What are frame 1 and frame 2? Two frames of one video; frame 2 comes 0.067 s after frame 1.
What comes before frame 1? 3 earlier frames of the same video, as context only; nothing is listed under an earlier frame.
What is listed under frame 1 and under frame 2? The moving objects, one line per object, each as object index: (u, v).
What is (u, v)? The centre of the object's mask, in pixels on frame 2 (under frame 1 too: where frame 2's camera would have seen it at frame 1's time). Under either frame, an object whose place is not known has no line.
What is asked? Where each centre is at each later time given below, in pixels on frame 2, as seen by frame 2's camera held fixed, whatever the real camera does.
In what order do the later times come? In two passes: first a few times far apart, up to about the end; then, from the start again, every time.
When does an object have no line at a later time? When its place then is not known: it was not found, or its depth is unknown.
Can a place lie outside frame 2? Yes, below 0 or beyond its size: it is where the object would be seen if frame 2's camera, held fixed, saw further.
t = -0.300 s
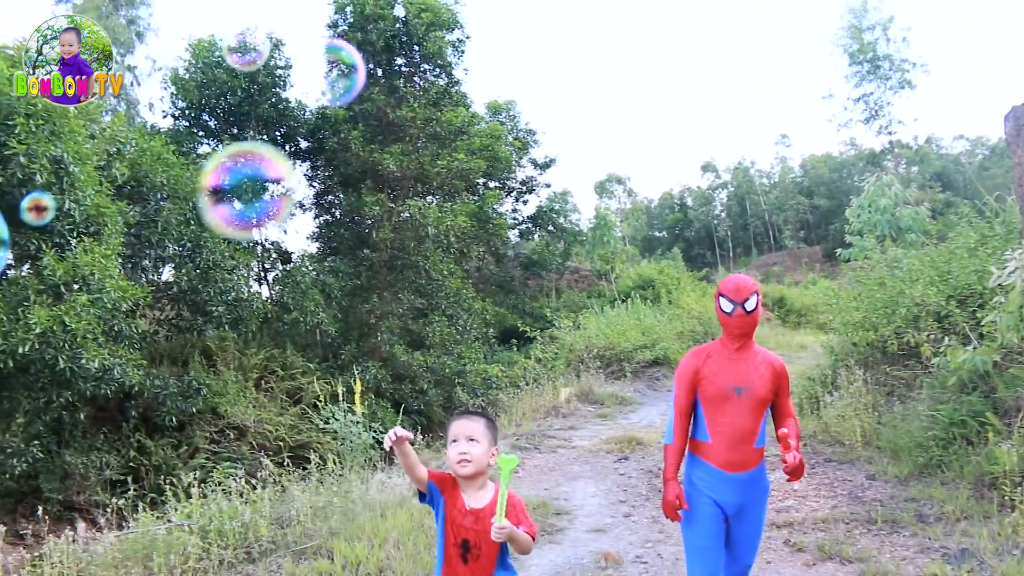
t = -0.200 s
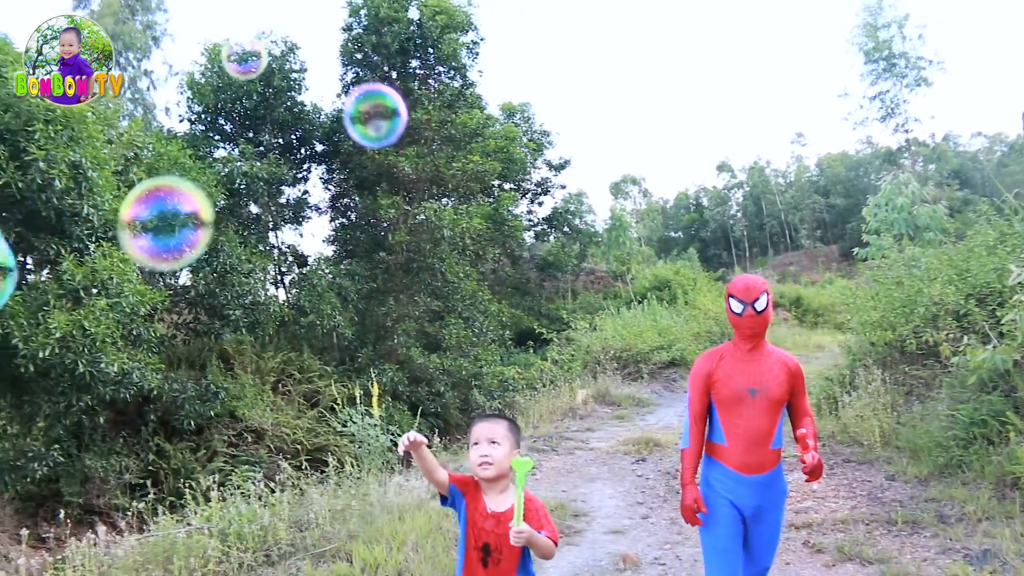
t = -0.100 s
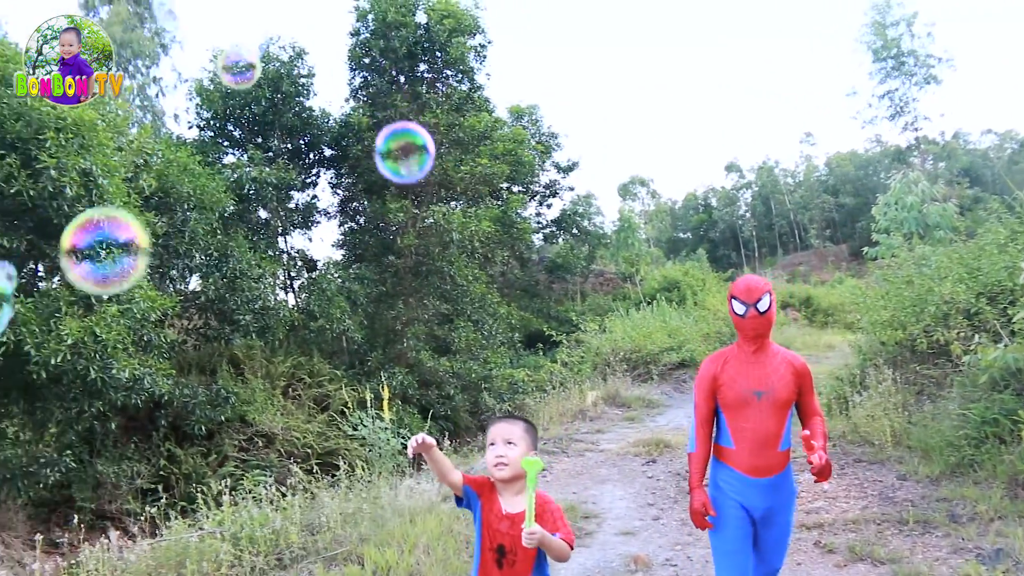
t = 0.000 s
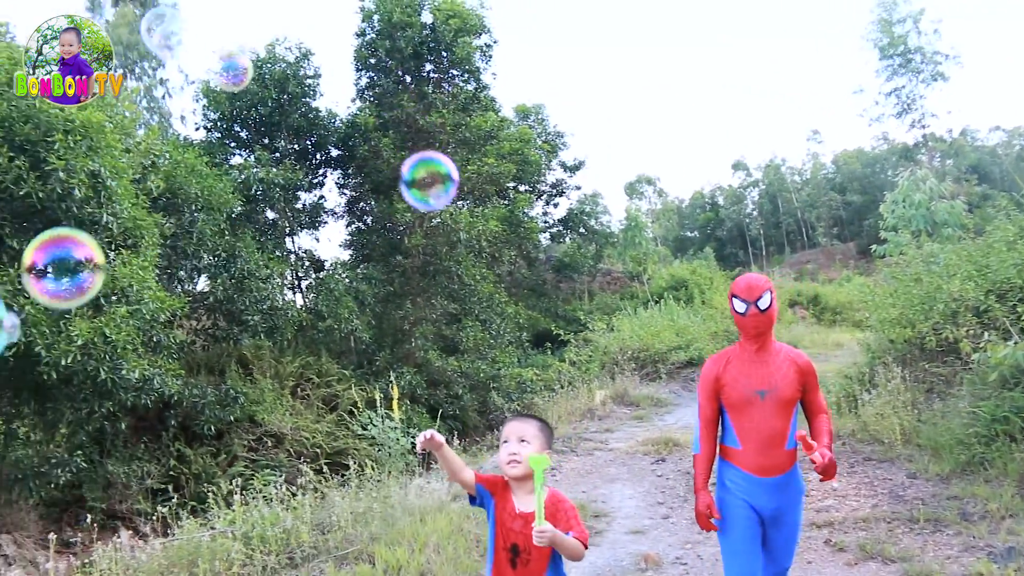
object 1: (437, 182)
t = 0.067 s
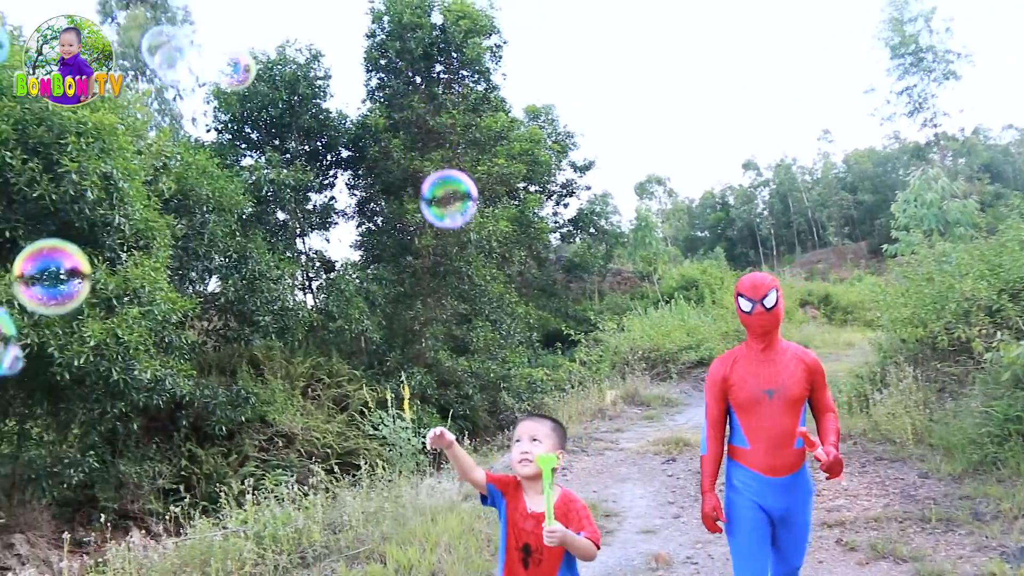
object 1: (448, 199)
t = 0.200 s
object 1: (455, 235)
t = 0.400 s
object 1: (411, 284)
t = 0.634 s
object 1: (322, 325)
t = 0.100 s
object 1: (452, 208)
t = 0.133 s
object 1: (454, 217)
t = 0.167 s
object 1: (456, 226)
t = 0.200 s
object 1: (455, 235)
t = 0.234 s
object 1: (452, 244)
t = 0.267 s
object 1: (446, 253)
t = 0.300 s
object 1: (440, 262)
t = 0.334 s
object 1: (431, 271)
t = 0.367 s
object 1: (422, 279)
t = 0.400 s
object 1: (411, 284)
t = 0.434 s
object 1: (400, 289)
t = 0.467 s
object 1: (389, 295)
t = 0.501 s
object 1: (376, 302)
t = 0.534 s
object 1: (362, 308)
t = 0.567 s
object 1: (349, 314)
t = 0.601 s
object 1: (336, 320)
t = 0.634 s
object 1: (322, 325)
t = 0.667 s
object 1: (310, 328)
